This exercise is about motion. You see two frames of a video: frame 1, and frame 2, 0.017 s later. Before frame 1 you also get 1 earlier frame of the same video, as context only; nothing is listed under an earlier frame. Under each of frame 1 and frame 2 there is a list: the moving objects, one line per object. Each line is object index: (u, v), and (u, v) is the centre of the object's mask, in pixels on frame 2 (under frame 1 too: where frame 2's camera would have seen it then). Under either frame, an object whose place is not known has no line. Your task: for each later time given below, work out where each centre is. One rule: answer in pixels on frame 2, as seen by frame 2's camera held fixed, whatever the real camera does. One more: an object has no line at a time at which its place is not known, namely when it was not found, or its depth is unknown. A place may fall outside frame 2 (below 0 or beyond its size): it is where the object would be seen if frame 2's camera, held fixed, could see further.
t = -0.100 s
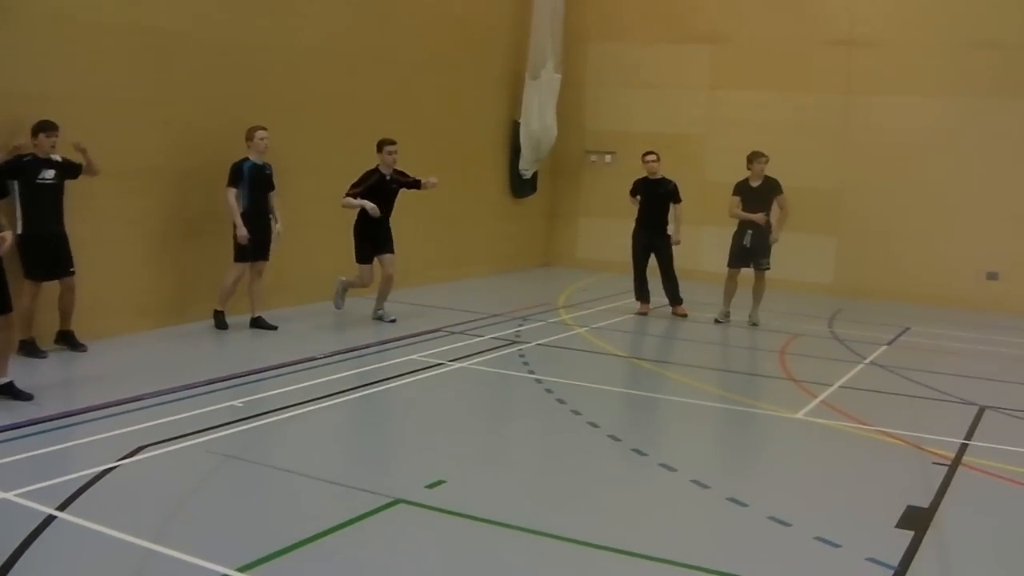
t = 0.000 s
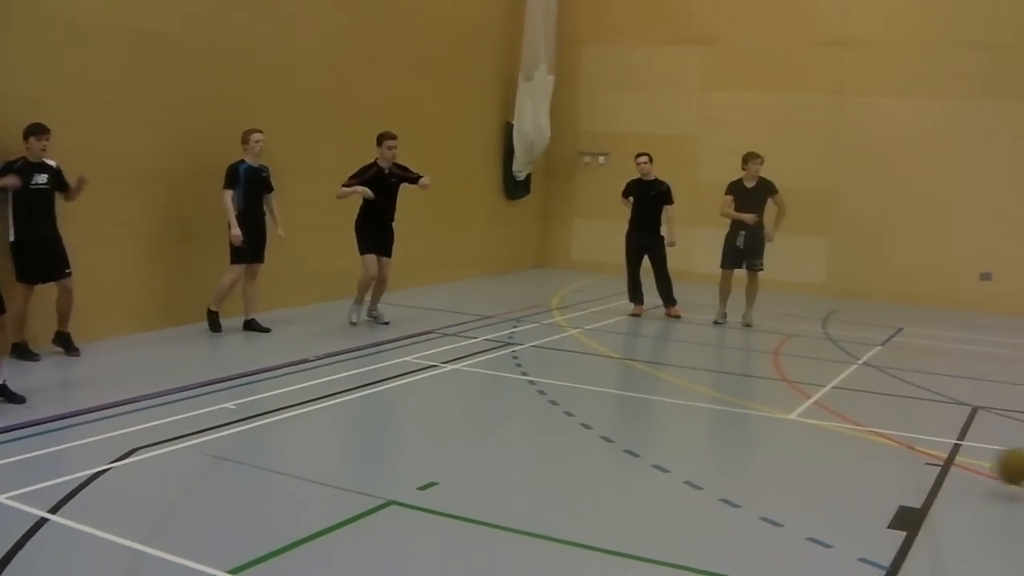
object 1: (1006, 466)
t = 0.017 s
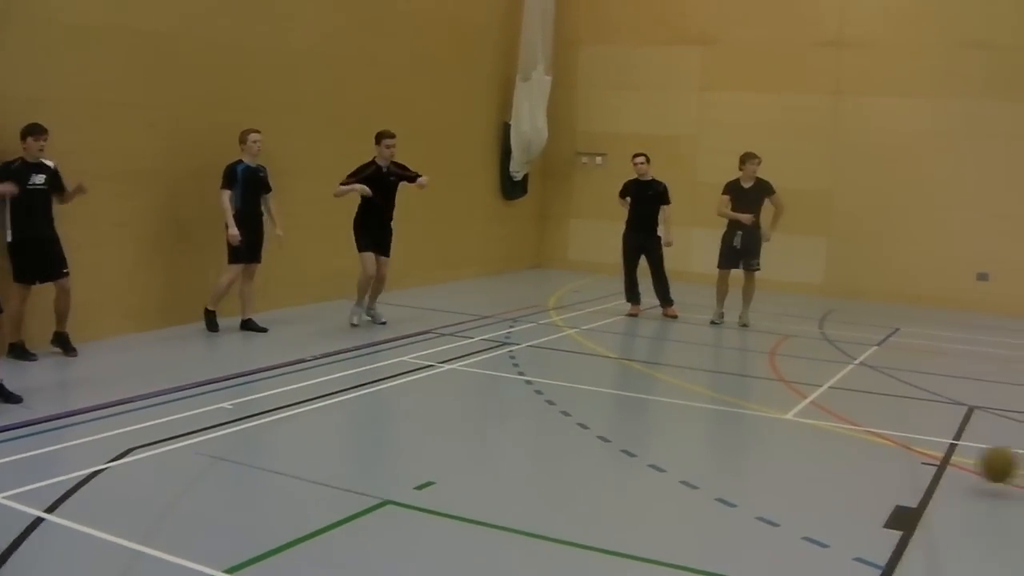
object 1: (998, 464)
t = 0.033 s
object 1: (986, 463)
